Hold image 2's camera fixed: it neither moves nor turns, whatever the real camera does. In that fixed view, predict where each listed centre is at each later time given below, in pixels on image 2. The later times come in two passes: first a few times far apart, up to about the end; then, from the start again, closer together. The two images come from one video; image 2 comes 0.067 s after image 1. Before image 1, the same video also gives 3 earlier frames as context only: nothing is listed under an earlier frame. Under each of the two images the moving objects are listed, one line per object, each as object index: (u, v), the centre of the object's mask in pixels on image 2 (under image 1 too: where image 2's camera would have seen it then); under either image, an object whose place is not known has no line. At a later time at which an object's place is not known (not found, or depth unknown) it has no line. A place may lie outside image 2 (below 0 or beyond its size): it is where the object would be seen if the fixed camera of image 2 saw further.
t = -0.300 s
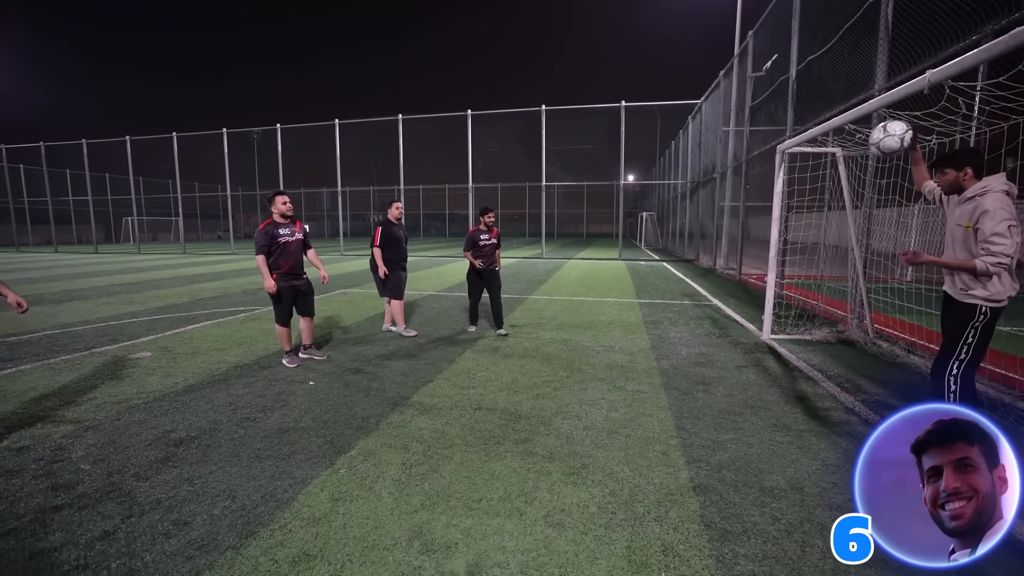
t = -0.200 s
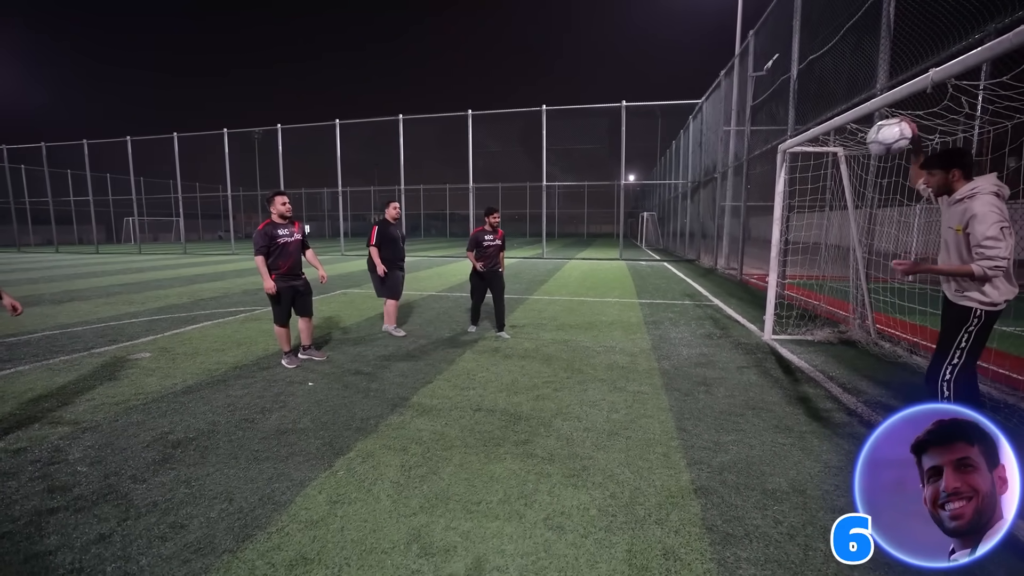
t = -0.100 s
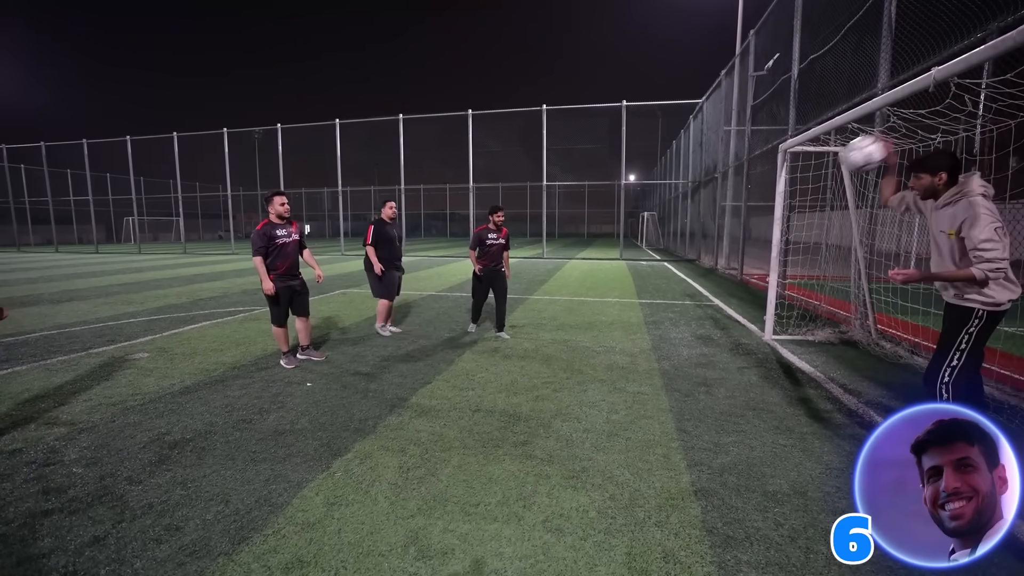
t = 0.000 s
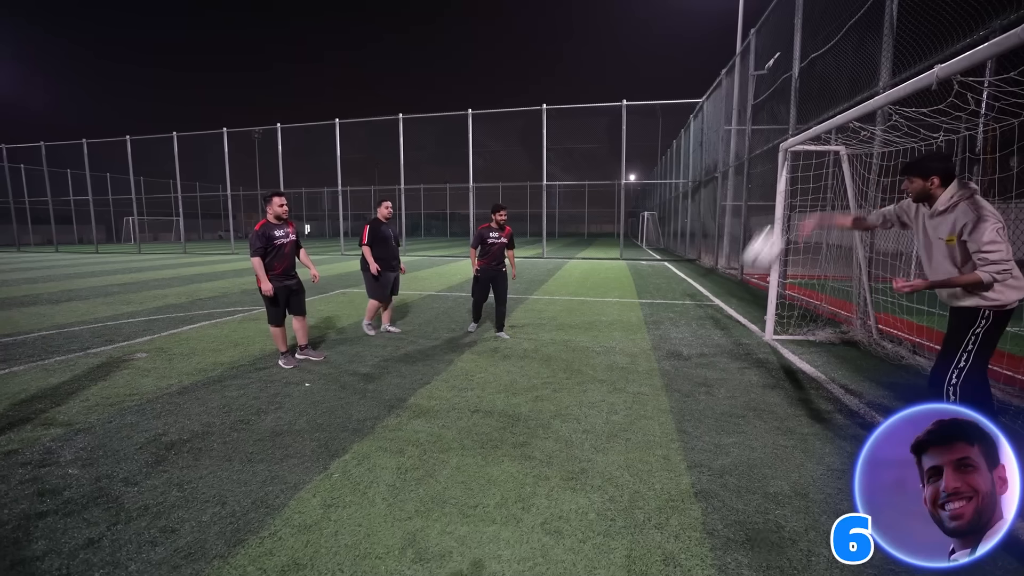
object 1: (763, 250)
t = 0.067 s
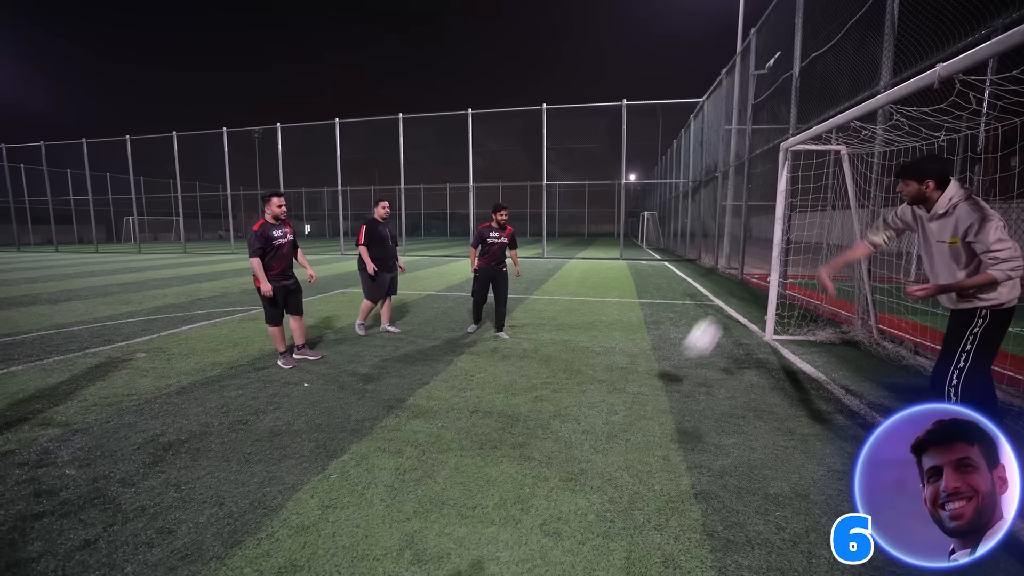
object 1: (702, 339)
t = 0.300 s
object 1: (627, 234)
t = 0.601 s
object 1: (563, 93)
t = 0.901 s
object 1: (506, 71)
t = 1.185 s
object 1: (458, 137)
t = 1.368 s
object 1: (436, 218)
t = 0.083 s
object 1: (687, 360)
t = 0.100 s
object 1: (675, 380)
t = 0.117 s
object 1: (666, 385)
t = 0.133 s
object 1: (663, 371)
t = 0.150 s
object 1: (660, 354)
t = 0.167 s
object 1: (656, 339)
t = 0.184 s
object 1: (653, 325)
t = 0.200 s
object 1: (649, 310)
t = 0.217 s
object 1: (646, 296)
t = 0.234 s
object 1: (642, 283)
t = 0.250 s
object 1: (639, 270)
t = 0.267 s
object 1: (635, 258)
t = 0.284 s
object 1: (631, 246)
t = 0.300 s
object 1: (627, 234)
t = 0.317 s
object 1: (624, 223)
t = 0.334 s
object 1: (620, 212)
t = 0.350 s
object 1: (617, 201)
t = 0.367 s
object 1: (613, 191)
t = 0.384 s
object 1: (610, 182)
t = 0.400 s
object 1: (606, 172)
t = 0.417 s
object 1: (602, 163)
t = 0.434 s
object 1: (599, 155)
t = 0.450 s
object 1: (595, 147)
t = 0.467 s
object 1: (591, 139)
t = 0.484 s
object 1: (588, 132)
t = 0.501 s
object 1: (584, 125)
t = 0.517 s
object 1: (580, 119)
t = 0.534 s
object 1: (577, 113)
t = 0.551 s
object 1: (573, 108)
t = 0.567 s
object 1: (570, 103)
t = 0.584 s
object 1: (567, 97)
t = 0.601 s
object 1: (563, 93)
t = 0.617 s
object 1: (560, 89)
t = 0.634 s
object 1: (557, 85)
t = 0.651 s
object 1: (553, 81)
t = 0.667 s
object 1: (550, 78)
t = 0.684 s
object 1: (547, 76)
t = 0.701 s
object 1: (543, 73)
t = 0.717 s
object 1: (540, 71)
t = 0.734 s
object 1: (536, 70)
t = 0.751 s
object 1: (533, 68)
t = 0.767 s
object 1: (530, 67)
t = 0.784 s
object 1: (526, 67)
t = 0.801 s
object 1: (523, 67)
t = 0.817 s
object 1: (520, 67)
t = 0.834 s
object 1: (517, 67)
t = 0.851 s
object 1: (514, 68)
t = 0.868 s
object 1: (511, 68)
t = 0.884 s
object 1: (508, 69)
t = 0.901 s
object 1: (506, 71)
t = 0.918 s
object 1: (503, 72)
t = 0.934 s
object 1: (500, 75)
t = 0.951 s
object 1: (496, 77)
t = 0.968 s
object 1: (493, 79)
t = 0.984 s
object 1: (490, 82)
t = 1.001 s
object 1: (488, 85)
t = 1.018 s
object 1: (485, 89)
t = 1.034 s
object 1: (482, 93)
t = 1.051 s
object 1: (479, 96)
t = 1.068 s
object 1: (476, 100)
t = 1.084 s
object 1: (474, 105)
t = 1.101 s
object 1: (471, 110)
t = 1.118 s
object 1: (468, 115)
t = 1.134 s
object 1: (466, 121)
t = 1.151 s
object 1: (464, 126)
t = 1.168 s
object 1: (461, 131)
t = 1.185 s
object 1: (458, 137)
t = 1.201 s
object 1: (456, 143)
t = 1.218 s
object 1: (454, 150)
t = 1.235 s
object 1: (451, 157)
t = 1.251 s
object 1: (449, 163)
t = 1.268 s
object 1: (447, 170)
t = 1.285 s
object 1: (444, 177)
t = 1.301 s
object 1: (442, 185)
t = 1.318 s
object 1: (440, 193)
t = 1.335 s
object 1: (438, 201)
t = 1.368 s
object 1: (436, 218)
